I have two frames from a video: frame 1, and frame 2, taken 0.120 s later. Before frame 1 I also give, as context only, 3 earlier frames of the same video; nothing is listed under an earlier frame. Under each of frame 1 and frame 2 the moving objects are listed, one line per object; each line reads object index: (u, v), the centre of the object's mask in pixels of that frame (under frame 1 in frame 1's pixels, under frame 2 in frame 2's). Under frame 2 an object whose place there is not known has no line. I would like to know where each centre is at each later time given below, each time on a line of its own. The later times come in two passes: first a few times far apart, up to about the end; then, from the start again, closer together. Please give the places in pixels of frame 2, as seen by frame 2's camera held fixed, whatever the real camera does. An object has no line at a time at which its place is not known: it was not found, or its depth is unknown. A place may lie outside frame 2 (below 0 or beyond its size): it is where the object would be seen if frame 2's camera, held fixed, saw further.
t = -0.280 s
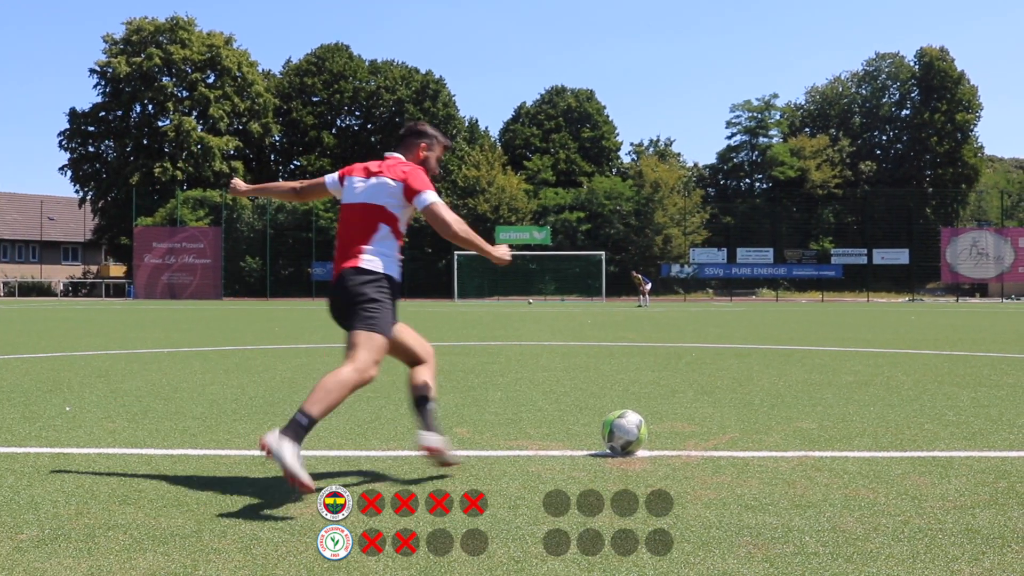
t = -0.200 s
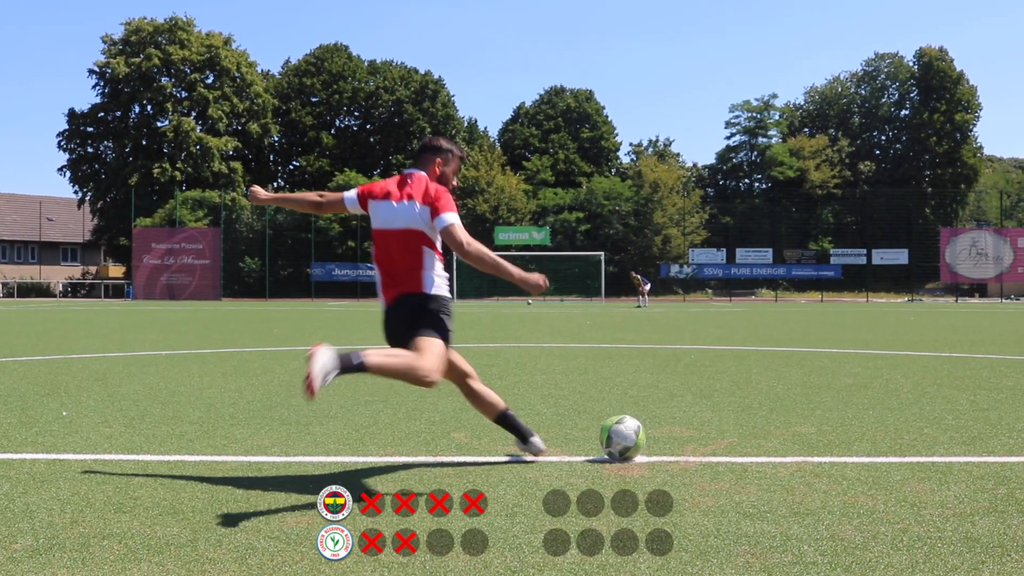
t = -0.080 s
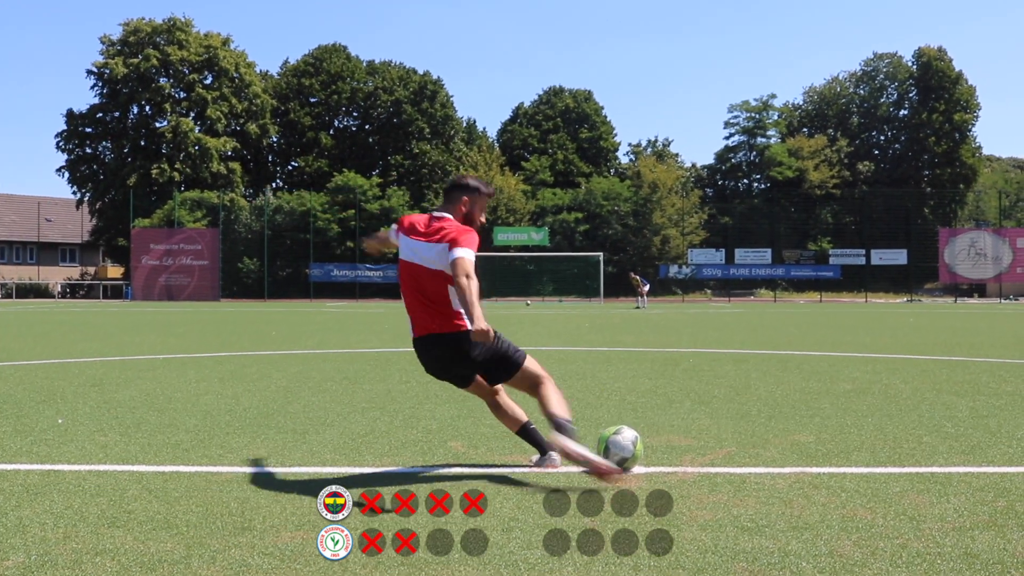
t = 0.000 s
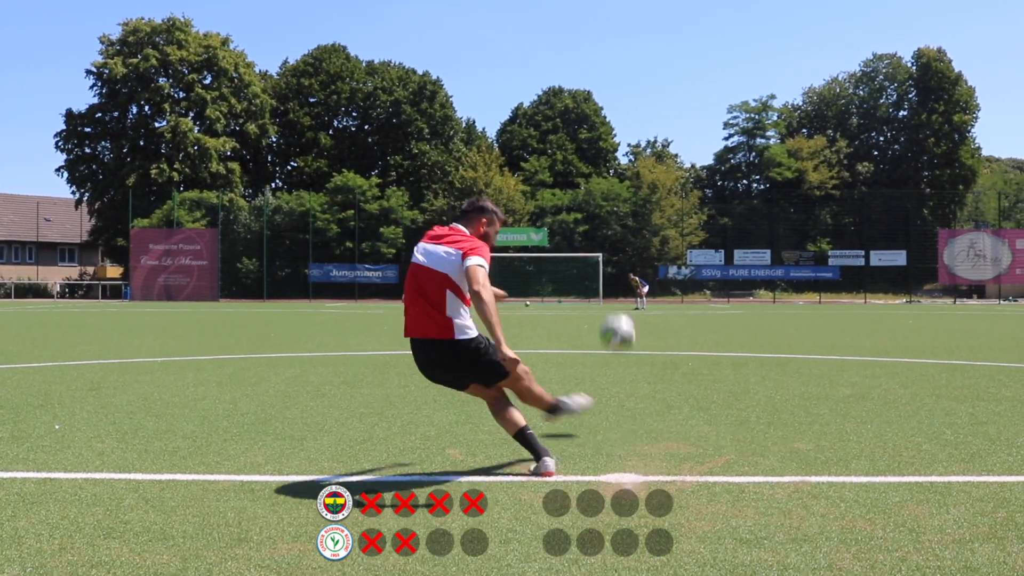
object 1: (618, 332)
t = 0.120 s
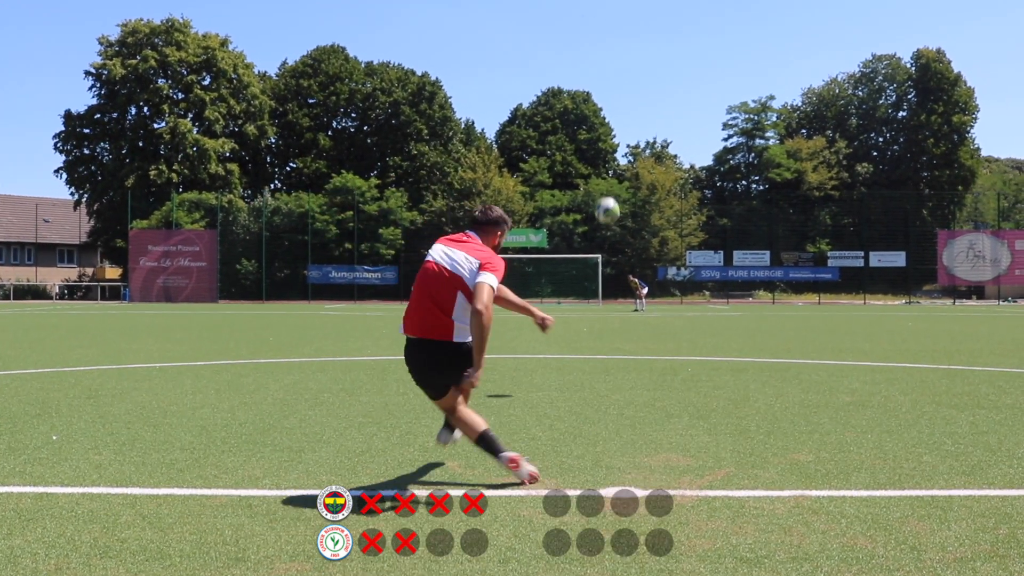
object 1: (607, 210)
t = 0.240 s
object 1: (593, 152)
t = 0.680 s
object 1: (534, 88)
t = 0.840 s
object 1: (513, 86)
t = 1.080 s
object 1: (485, 97)
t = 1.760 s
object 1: (412, 178)
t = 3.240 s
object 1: (308, 263)
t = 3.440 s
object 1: (301, 271)
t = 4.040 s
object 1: (278, 289)
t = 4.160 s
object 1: (273, 287)
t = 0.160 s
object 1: (604, 185)
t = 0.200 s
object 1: (598, 166)
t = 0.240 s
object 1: (593, 152)
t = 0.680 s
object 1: (534, 88)
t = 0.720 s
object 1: (529, 87)
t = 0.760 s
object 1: (524, 86)
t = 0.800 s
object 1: (519, 86)
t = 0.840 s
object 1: (513, 86)
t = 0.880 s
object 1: (509, 87)
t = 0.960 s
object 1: (499, 90)
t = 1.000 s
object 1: (495, 92)
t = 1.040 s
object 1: (489, 94)
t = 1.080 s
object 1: (485, 97)
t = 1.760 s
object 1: (412, 178)
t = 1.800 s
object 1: (408, 184)
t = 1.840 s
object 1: (405, 190)
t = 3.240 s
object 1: (308, 263)
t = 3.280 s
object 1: (307, 264)
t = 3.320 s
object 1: (305, 266)
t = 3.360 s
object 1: (304, 268)
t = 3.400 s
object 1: (303, 270)
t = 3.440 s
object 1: (301, 271)
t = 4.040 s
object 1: (278, 289)
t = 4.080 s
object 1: (276, 288)
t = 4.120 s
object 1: (275, 287)
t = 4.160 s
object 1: (273, 287)
